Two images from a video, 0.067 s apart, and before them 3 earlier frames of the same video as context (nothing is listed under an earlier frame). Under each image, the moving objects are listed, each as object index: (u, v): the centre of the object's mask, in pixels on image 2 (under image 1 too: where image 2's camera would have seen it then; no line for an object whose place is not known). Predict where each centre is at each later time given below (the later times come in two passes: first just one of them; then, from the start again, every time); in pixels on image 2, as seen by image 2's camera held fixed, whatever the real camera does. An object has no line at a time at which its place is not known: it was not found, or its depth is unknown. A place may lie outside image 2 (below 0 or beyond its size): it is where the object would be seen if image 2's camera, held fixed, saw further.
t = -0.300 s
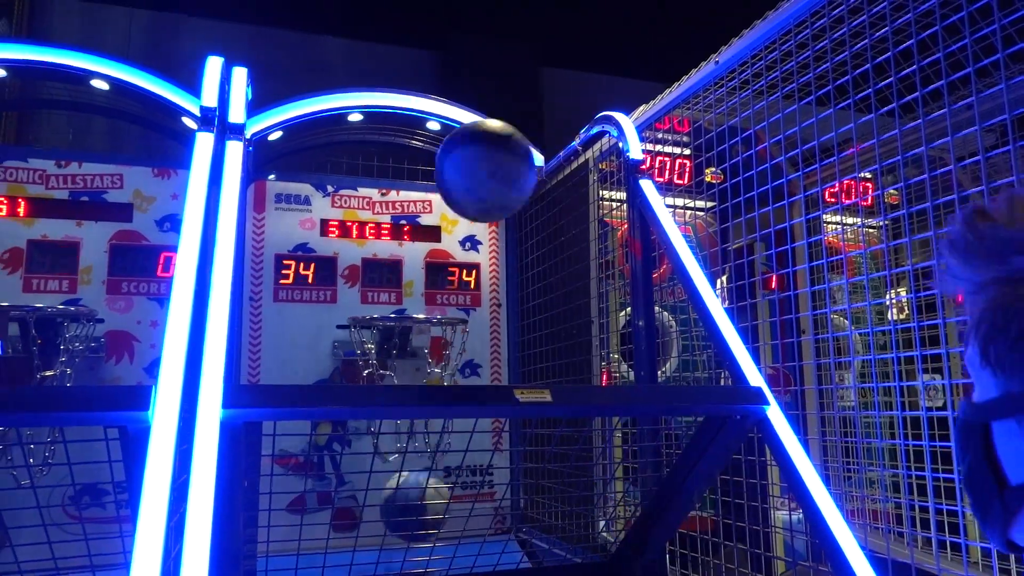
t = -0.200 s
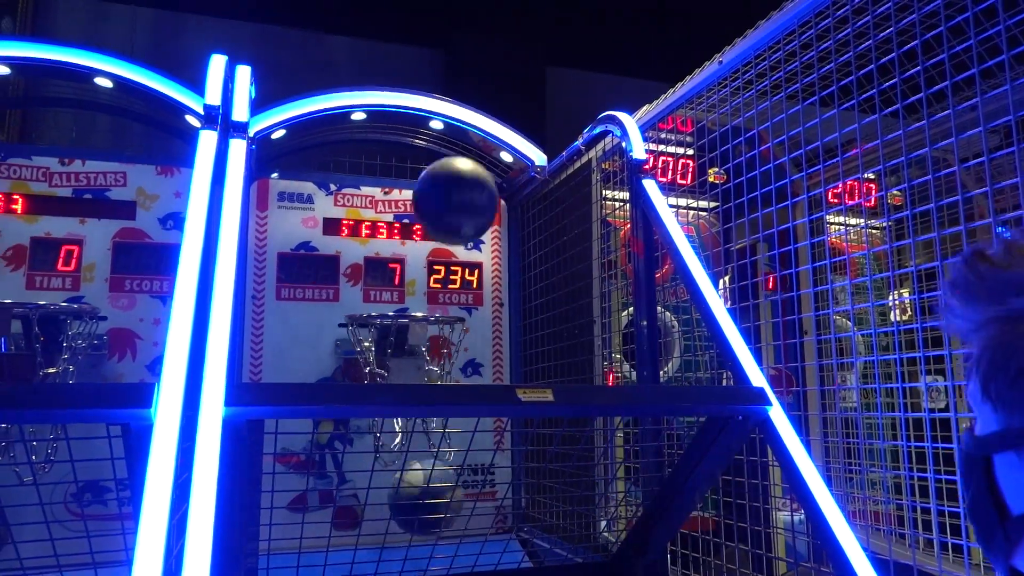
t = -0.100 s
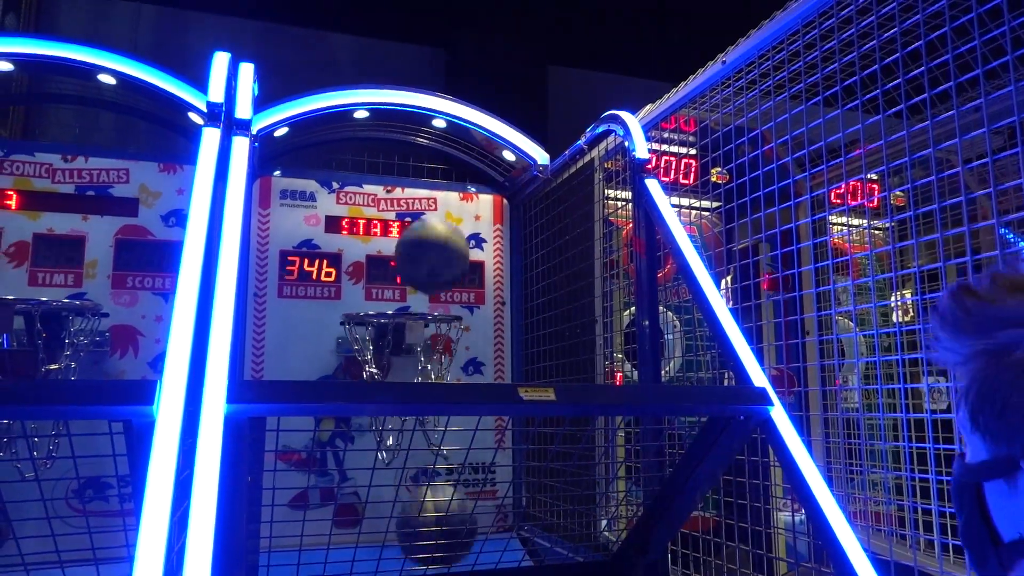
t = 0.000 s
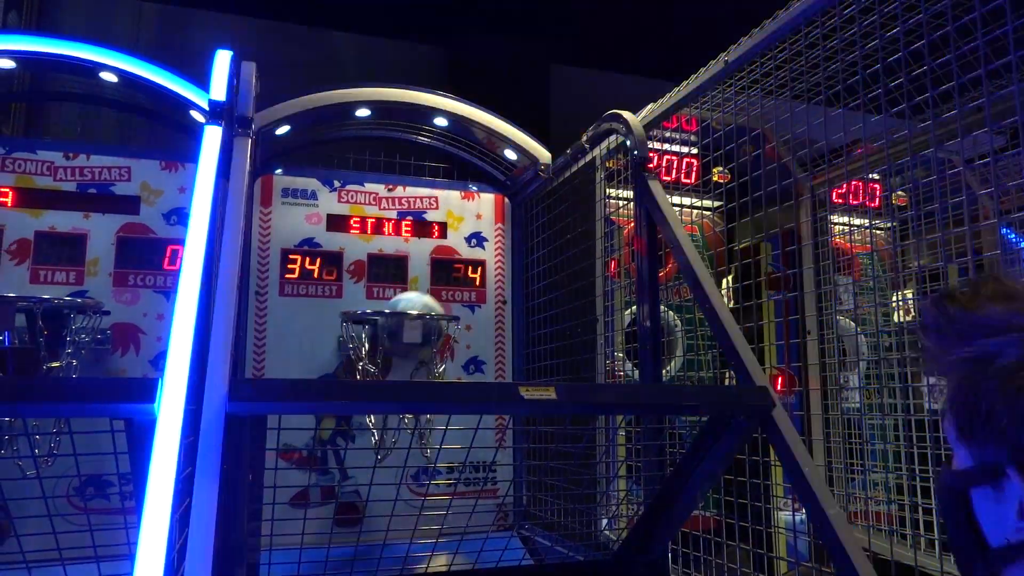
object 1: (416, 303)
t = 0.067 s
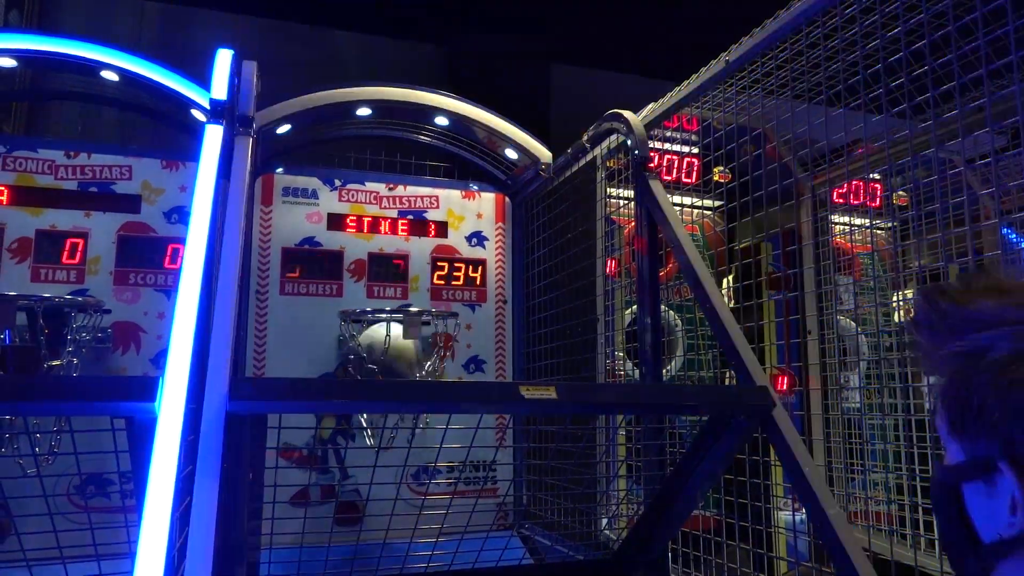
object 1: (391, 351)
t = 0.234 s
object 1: (363, 374)
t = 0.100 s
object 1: (380, 357)
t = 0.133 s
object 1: (373, 361)
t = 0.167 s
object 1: (368, 365)
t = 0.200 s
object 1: (364, 369)
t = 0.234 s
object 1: (363, 374)
